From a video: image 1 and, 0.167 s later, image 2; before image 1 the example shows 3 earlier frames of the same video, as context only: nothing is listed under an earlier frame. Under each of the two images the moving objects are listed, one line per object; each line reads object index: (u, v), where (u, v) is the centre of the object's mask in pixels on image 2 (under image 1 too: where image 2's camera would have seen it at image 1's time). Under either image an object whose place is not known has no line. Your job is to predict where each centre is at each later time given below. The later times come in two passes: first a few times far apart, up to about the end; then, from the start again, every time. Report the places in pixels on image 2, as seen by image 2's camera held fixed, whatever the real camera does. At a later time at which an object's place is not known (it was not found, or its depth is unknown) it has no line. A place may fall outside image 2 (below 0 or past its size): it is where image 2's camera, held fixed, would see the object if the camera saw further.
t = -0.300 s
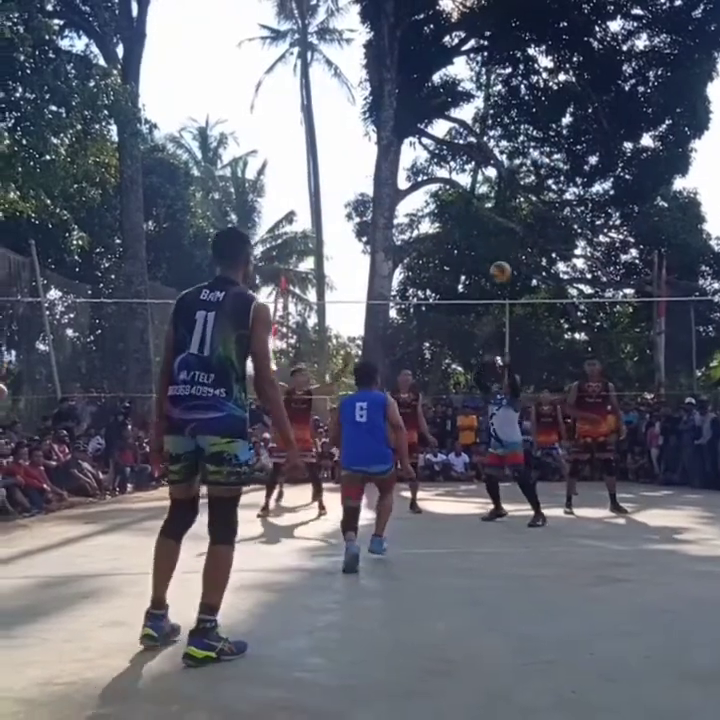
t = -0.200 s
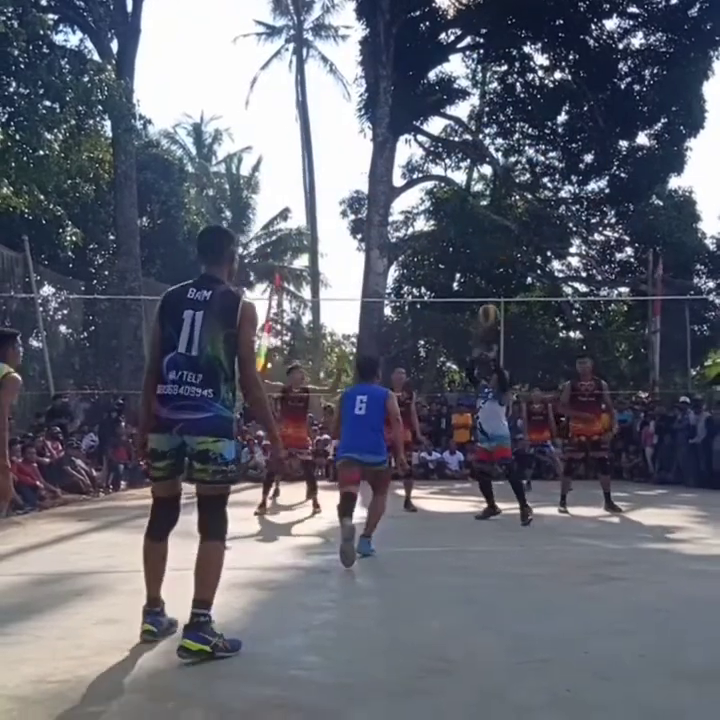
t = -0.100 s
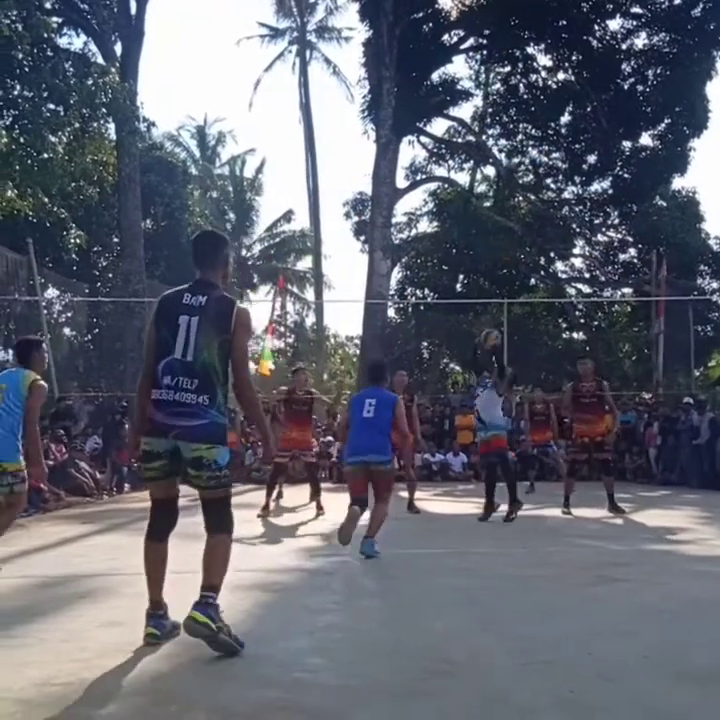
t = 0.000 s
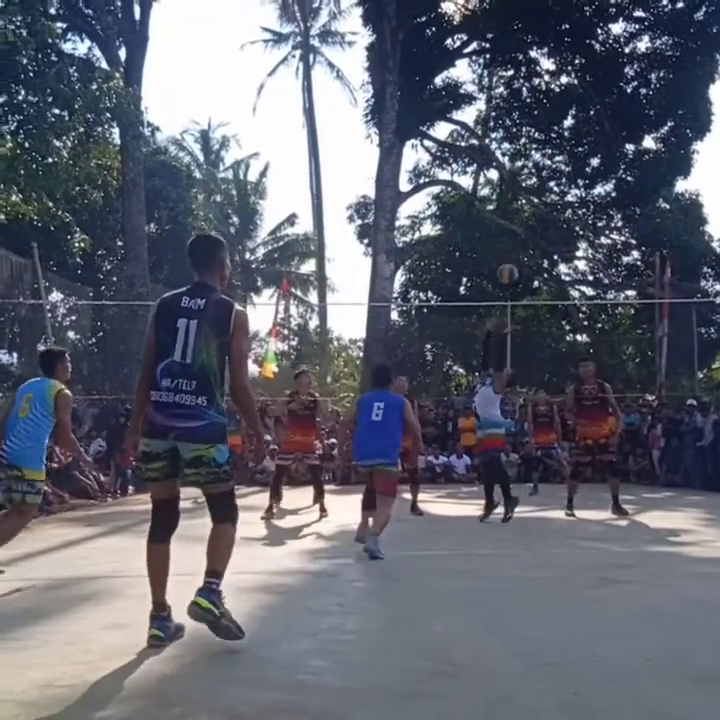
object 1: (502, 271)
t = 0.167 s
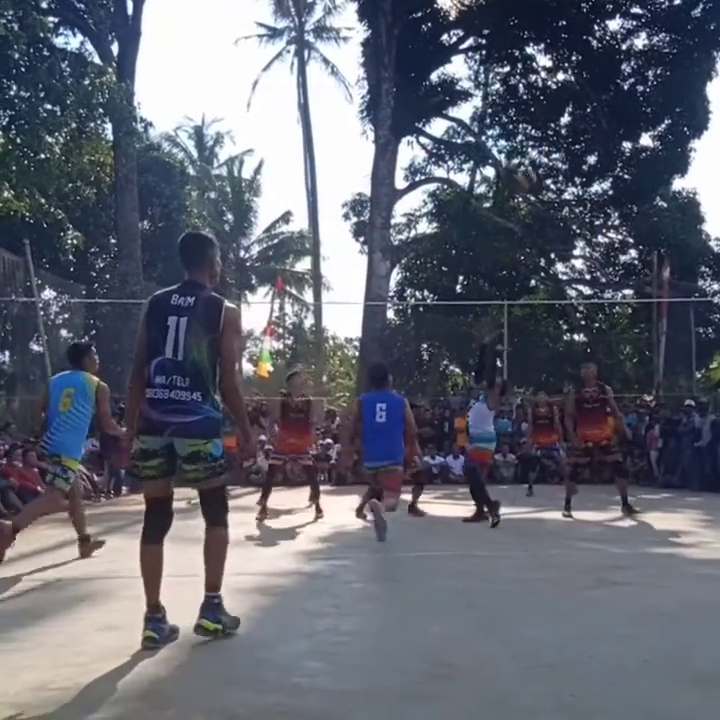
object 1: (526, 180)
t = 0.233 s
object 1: (534, 148)
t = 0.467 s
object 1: (565, 80)
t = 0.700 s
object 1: (596, 61)
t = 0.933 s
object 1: (631, 90)
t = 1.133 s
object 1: (659, 155)
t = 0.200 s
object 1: (530, 164)
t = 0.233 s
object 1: (534, 148)
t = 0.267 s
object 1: (539, 134)
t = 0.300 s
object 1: (543, 123)
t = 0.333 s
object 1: (548, 113)
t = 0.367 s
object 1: (552, 105)
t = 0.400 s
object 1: (555, 95)
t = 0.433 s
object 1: (560, 87)
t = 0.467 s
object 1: (565, 80)
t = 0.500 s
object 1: (570, 74)
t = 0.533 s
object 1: (574, 69)
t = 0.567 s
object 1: (578, 66)
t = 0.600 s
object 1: (583, 63)
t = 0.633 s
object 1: (588, 62)
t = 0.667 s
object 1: (592, 61)
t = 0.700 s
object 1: (596, 61)
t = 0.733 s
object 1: (601, 62)
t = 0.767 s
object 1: (606, 64)
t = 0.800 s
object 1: (611, 67)
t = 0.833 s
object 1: (615, 71)
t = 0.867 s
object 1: (620, 76)
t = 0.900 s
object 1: (625, 83)
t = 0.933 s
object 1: (631, 90)
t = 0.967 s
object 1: (635, 98)
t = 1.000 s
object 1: (640, 108)
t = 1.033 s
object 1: (645, 118)
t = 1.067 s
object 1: (650, 130)
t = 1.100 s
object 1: (656, 143)
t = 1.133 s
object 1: (659, 155)
